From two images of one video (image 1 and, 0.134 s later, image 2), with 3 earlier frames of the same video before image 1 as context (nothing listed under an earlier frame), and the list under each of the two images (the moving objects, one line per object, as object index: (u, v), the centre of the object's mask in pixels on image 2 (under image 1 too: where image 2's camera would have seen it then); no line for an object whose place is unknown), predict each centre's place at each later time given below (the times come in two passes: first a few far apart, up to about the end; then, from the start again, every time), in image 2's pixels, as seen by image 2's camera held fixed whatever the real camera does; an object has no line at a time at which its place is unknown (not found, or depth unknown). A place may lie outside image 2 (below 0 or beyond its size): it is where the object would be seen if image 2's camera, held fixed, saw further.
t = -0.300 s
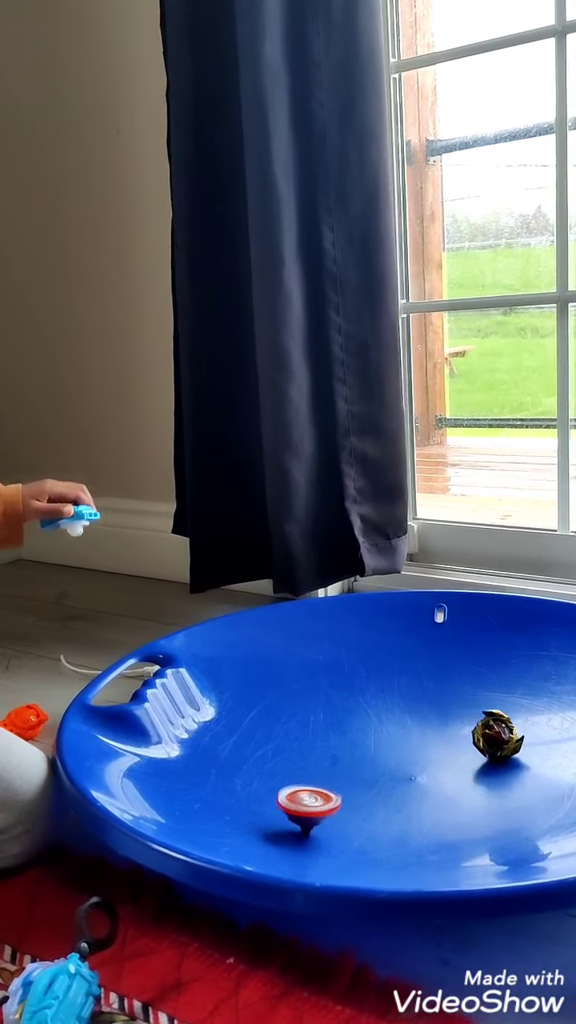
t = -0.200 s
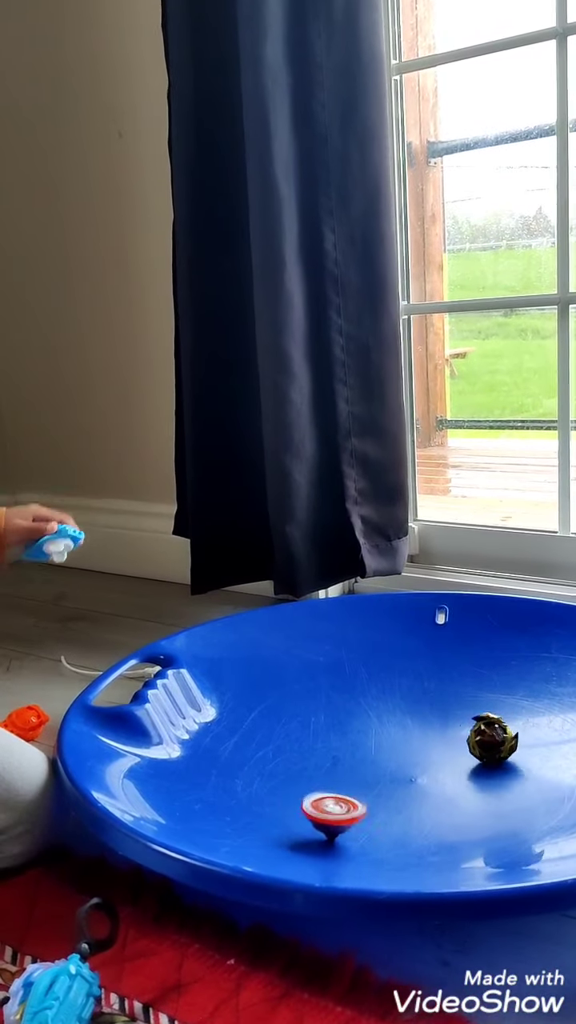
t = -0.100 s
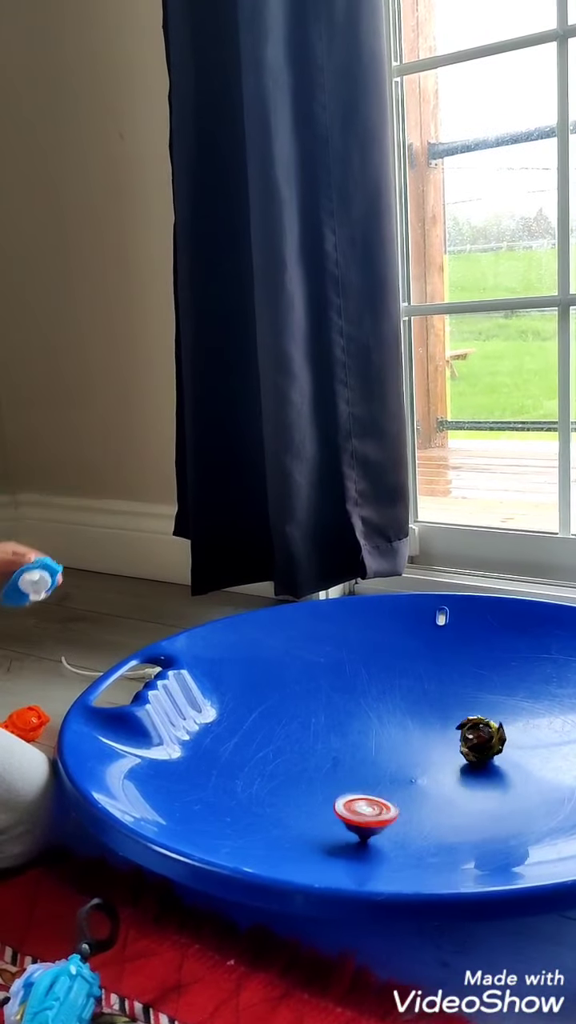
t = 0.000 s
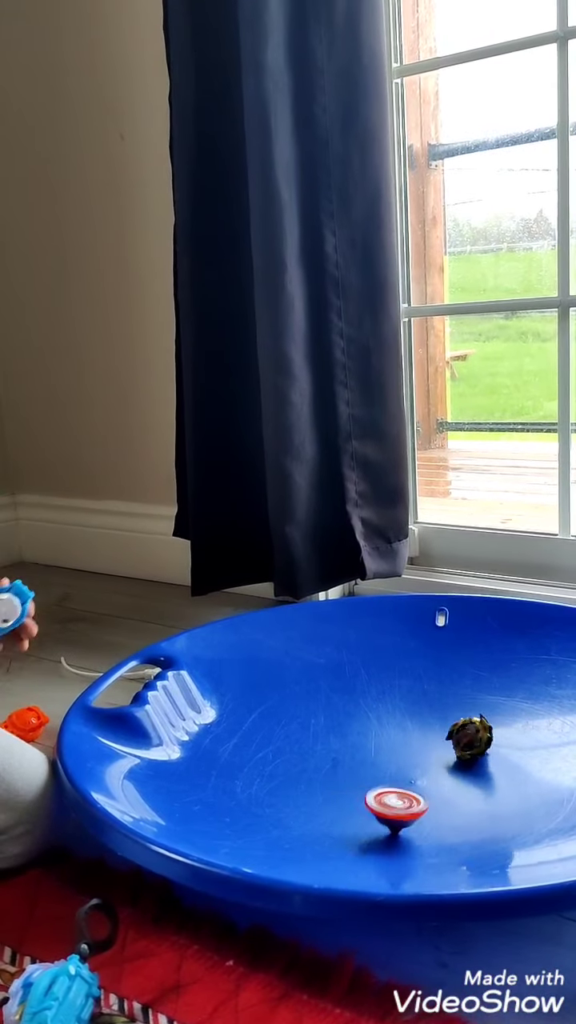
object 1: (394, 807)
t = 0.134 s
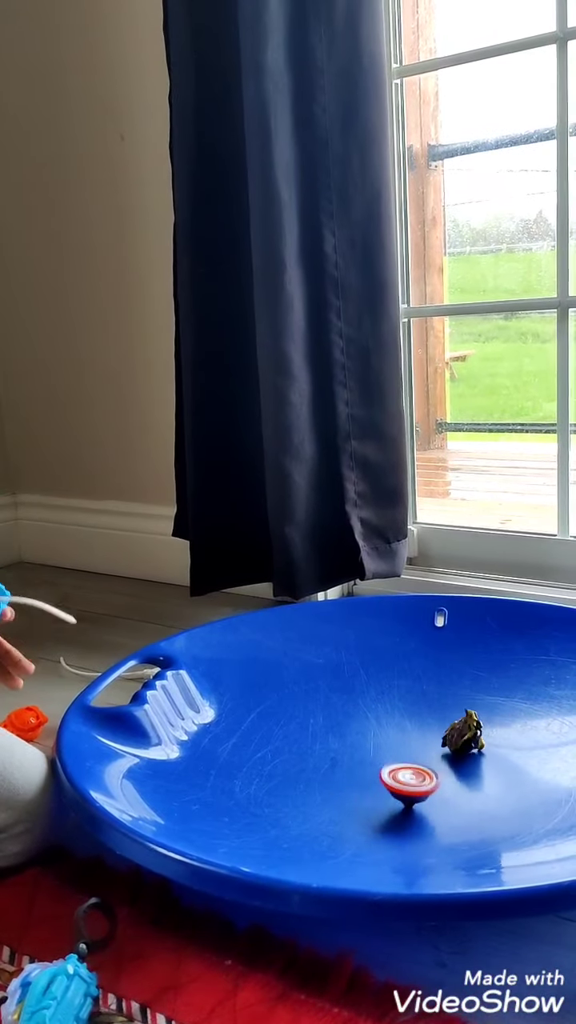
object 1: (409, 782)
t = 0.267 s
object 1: (401, 758)
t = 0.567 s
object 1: (383, 713)
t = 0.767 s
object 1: (344, 705)
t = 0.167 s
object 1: (408, 776)
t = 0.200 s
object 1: (406, 770)
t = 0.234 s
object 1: (404, 764)
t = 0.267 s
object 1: (401, 758)
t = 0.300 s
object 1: (401, 752)
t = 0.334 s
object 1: (400, 746)
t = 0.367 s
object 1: (400, 741)
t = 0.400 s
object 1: (400, 736)
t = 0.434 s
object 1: (399, 731)
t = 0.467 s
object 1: (397, 726)
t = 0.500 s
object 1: (394, 721)
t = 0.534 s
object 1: (390, 717)
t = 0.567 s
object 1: (383, 713)
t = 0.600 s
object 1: (376, 710)
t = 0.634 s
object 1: (370, 707)
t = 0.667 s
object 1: (363, 705)
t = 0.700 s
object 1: (356, 705)
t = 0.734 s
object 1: (350, 704)
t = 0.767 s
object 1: (344, 705)
